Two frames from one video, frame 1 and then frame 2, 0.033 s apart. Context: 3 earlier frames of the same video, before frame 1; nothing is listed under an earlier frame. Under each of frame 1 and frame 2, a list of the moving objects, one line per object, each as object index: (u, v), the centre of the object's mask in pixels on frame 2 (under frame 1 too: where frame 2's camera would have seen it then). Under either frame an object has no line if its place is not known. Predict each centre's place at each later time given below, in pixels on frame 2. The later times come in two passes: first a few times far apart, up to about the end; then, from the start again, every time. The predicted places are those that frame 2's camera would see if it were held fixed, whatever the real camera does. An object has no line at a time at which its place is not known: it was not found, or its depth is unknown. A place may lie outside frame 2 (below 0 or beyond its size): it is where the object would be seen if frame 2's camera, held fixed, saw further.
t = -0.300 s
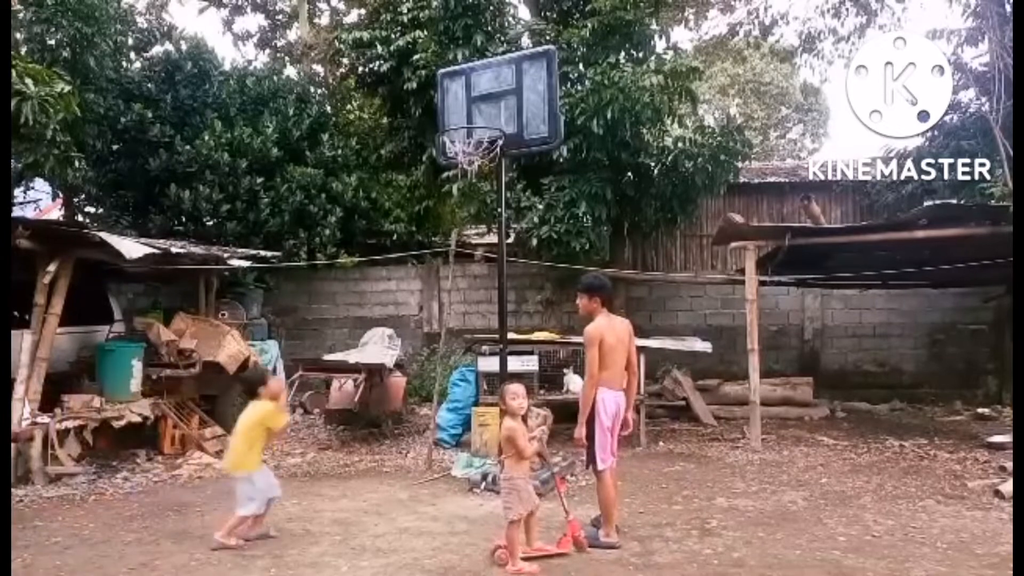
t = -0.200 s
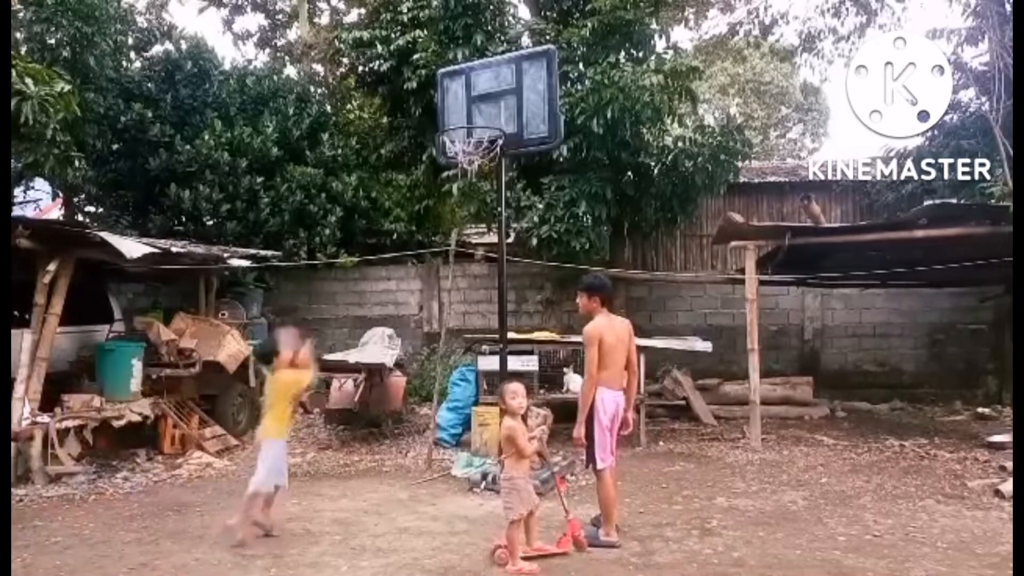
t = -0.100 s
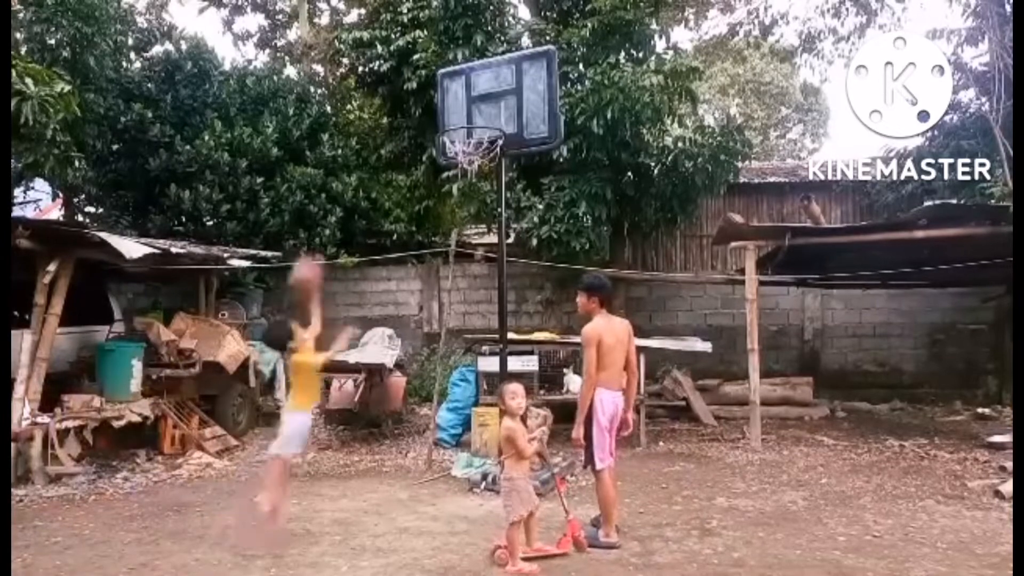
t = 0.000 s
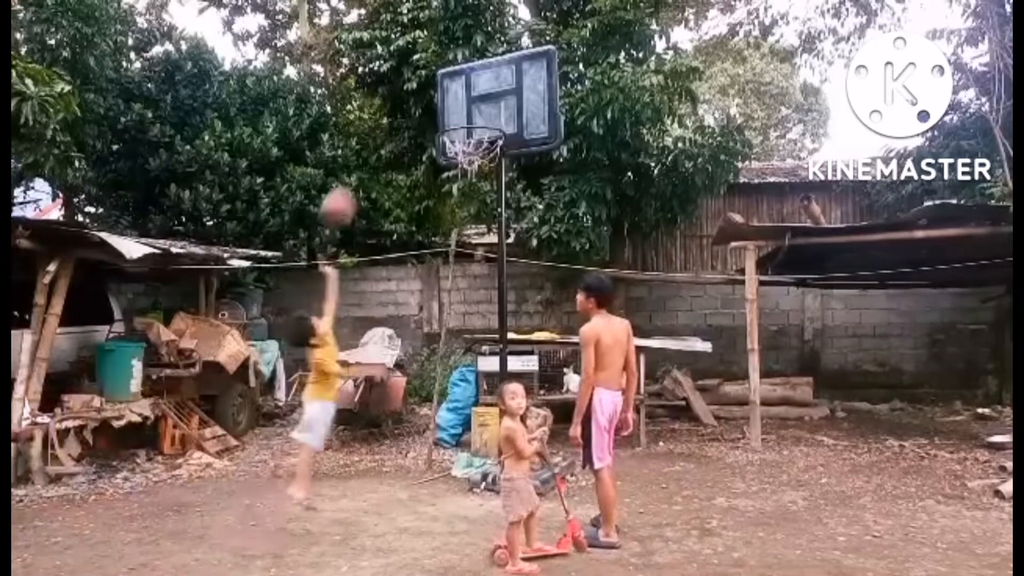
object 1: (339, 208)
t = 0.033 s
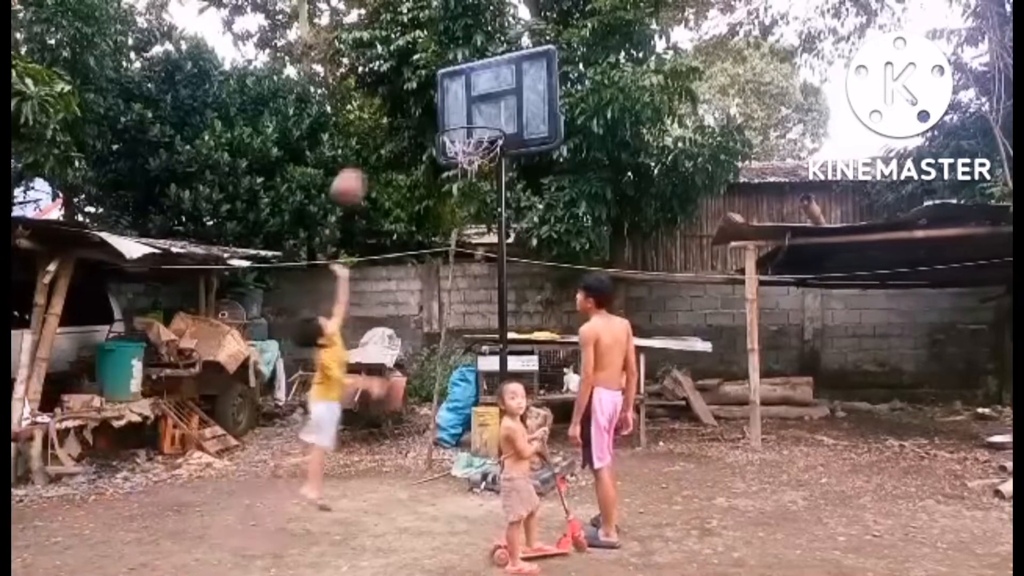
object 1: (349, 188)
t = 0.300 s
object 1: (431, 93)
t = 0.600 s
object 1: (521, 113)
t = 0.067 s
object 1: (359, 170)
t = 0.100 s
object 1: (370, 154)
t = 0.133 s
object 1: (380, 141)
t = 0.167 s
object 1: (391, 127)
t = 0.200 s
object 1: (403, 115)
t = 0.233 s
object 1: (411, 108)
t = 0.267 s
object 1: (420, 100)
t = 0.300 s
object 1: (431, 93)
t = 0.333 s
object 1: (441, 88)
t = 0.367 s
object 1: (450, 86)
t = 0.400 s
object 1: (462, 85)
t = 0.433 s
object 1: (472, 85)
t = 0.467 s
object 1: (482, 88)
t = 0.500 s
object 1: (493, 92)
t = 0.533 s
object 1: (500, 97)
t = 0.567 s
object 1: (510, 104)
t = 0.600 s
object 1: (521, 113)
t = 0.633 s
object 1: (531, 123)
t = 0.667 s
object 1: (543, 135)
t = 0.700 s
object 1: (552, 149)
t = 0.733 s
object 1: (561, 163)
